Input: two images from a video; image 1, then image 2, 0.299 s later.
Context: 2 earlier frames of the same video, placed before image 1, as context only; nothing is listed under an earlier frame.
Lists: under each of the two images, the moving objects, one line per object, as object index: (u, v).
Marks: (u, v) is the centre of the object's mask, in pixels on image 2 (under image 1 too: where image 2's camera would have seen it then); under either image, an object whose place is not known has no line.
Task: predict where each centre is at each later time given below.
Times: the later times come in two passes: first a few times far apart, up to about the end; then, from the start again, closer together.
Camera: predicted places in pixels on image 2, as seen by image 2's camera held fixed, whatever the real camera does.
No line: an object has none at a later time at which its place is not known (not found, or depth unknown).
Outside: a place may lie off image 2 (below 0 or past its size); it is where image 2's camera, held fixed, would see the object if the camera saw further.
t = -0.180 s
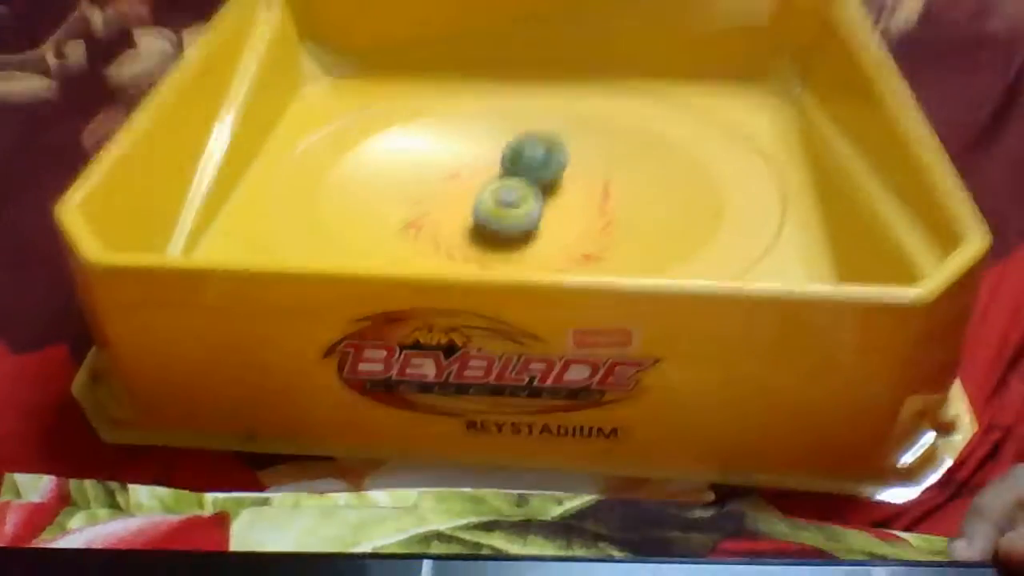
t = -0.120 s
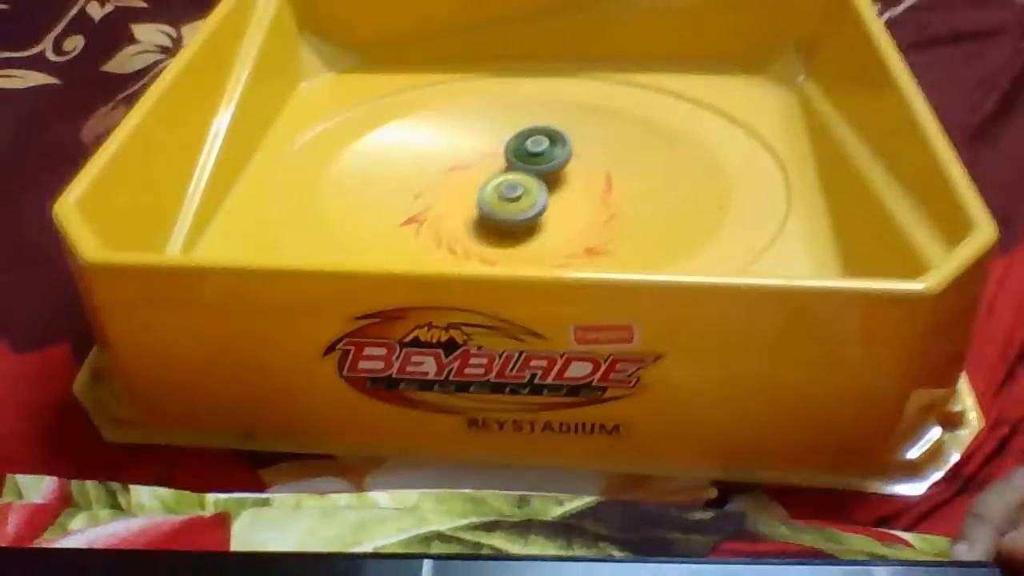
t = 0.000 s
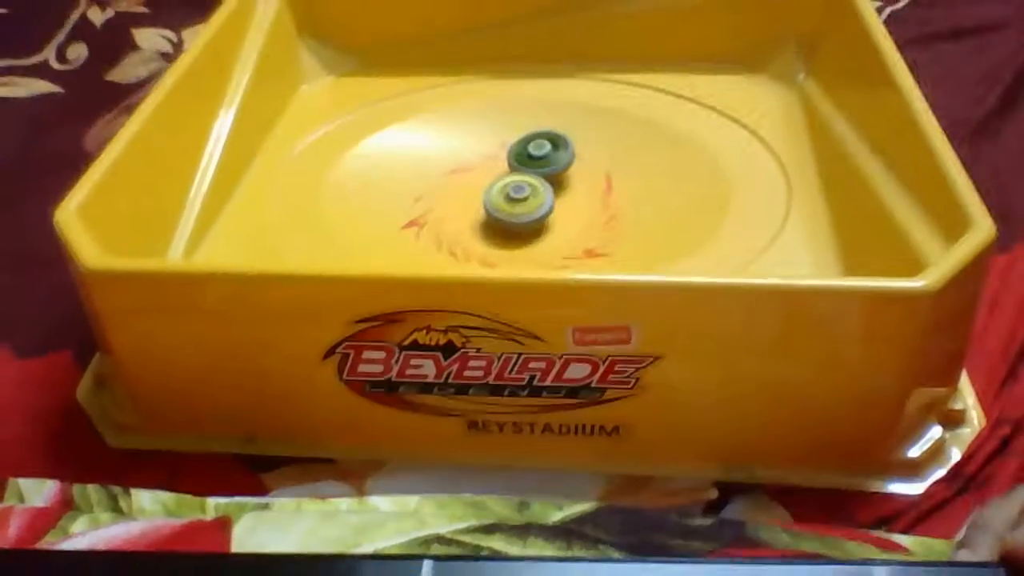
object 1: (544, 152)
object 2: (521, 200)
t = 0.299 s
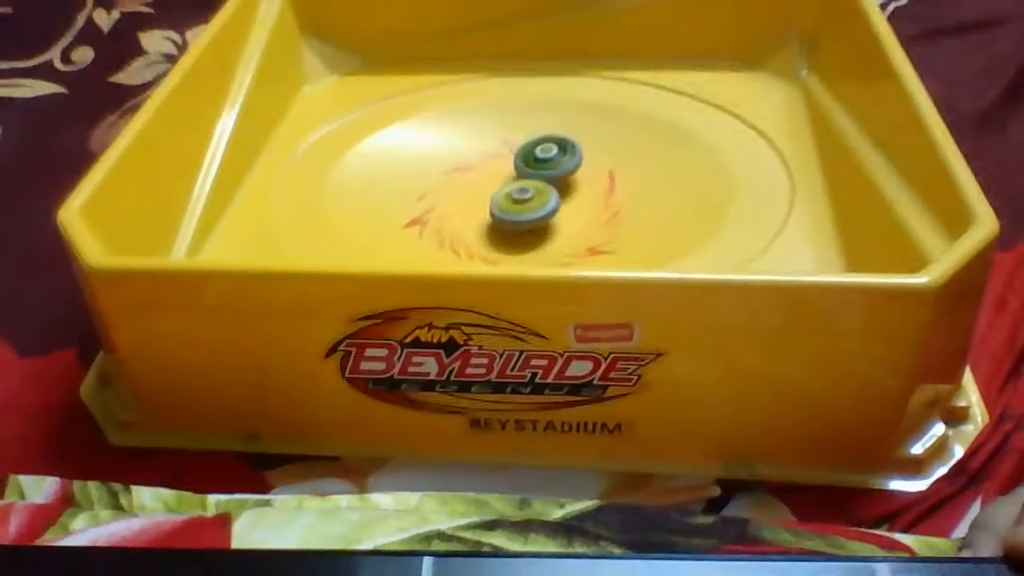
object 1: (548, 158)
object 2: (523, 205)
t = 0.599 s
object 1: (541, 162)
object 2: (513, 204)
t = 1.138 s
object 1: (545, 153)
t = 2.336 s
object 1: (561, 156)
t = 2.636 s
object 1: (569, 163)
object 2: (500, 185)
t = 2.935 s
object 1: (564, 177)
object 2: (493, 183)
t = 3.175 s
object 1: (558, 184)
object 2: (489, 172)
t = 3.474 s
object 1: (553, 183)
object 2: (500, 156)
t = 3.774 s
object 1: (558, 199)
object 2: (527, 143)
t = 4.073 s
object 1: (548, 205)
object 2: (545, 152)
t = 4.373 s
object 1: (529, 197)
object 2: (578, 161)
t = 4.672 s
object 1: (519, 174)
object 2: (589, 159)
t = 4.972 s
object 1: (521, 145)
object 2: (572, 171)
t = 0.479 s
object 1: (544, 161)
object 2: (519, 205)
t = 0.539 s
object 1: (543, 161)
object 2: (514, 205)
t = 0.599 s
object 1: (541, 162)
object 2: (513, 204)
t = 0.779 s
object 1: (537, 161)
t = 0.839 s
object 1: (536, 159)
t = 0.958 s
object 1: (537, 157)
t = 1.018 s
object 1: (540, 156)
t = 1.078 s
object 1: (542, 154)
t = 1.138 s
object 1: (545, 153)
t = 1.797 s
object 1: (551, 163)
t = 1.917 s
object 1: (547, 163)
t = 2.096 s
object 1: (550, 164)
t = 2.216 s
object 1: (553, 149)
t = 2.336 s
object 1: (561, 156)
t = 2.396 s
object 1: (564, 156)
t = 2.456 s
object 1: (566, 156)
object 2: (504, 185)
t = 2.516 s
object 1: (568, 159)
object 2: (502, 188)
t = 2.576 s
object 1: (569, 160)
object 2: (500, 188)
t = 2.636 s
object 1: (569, 163)
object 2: (500, 185)
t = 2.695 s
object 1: (569, 165)
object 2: (503, 184)
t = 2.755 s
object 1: (571, 169)
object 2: (499, 186)
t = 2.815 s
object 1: (568, 172)
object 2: (496, 184)
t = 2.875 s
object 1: (565, 174)
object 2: (495, 183)
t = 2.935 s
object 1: (564, 177)
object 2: (493, 183)
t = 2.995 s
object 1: (563, 179)
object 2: (491, 181)
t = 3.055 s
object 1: (560, 181)
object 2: (489, 179)
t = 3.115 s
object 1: (560, 182)
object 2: (489, 176)
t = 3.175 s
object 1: (558, 184)
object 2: (489, 172)
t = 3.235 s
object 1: (557, 185)
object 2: (491, 168)
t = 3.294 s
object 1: (556, 185)
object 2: (491, 164)
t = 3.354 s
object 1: (555, 184)
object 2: (494, 162)
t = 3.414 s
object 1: (554, 184)
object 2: (496, 159)
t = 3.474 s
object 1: (553, 183)
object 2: (500, 156)
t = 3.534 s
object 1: (551, 184)
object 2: (503, 153)
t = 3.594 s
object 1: (551, 185)
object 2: (508, 150)
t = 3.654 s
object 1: (555, 191)
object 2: (516, 148)
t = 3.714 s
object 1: (556, 195)
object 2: (523, 146)
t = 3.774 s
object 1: (558, 199)
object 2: (527, 143)
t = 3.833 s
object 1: (556, 202)
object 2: (528, 143)
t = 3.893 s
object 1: (555, 204)
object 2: (530, 144)
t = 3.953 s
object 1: (552, 205)
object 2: (534, 147)
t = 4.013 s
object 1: (550, 205)
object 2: (539, 150)
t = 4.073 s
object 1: (548, 205)
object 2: (545, 152)
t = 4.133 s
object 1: (546, 203)
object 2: (550, 154)
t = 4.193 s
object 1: (543, 201)
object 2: (556, 155)
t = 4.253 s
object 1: (536, 201)
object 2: (562, 157)
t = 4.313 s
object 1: (533, 200)
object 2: (571, 160)
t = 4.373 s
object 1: (529, 197)
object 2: (578, 161)
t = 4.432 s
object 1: (527, 192)
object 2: (583, 161)
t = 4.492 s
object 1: (525, 187)
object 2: (585, 160)
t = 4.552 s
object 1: (524, 183)
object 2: (587, 159)
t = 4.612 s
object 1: (520, 180)
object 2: (589, 158)
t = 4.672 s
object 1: (519, 174)
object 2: (589, 159)
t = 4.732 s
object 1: (519, 169)
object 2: (586, 161)
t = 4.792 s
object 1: (518, 163)
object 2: (584, 164)
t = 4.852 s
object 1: (519, 156)
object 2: (582, 166)
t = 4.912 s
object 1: (520, 151)
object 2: (578, 168)
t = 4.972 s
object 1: (521, 145)
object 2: (572, 171)
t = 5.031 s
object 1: (524, 143)
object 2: (567, 172)
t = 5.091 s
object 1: (525, 141)
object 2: (562, 172)
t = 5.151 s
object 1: (530, 137)
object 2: (560, 173)
